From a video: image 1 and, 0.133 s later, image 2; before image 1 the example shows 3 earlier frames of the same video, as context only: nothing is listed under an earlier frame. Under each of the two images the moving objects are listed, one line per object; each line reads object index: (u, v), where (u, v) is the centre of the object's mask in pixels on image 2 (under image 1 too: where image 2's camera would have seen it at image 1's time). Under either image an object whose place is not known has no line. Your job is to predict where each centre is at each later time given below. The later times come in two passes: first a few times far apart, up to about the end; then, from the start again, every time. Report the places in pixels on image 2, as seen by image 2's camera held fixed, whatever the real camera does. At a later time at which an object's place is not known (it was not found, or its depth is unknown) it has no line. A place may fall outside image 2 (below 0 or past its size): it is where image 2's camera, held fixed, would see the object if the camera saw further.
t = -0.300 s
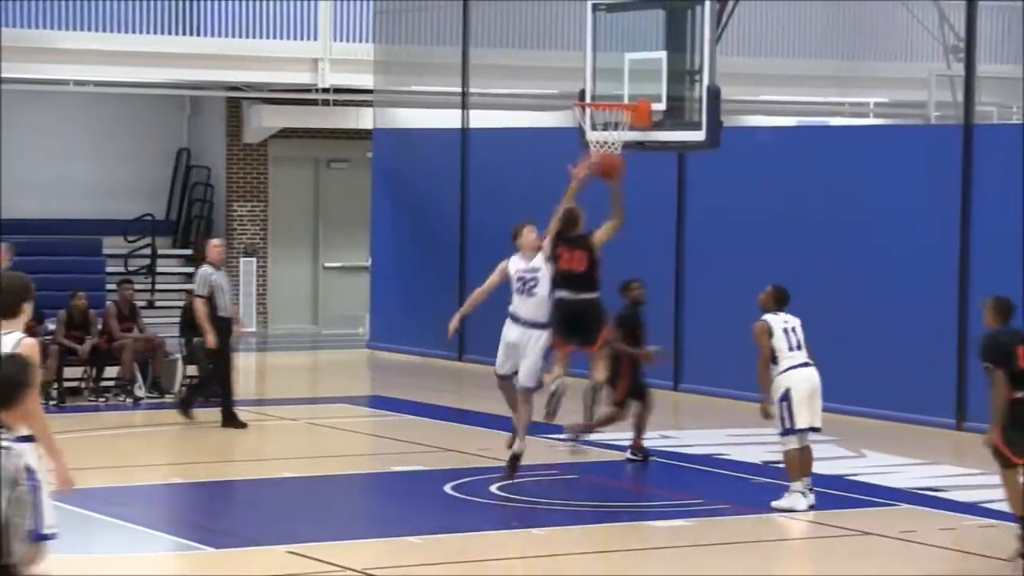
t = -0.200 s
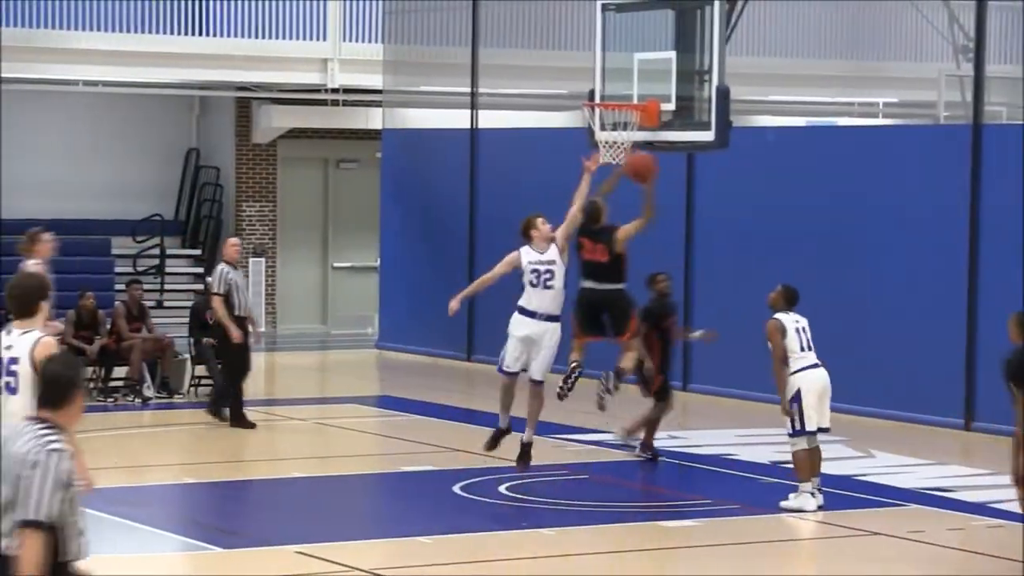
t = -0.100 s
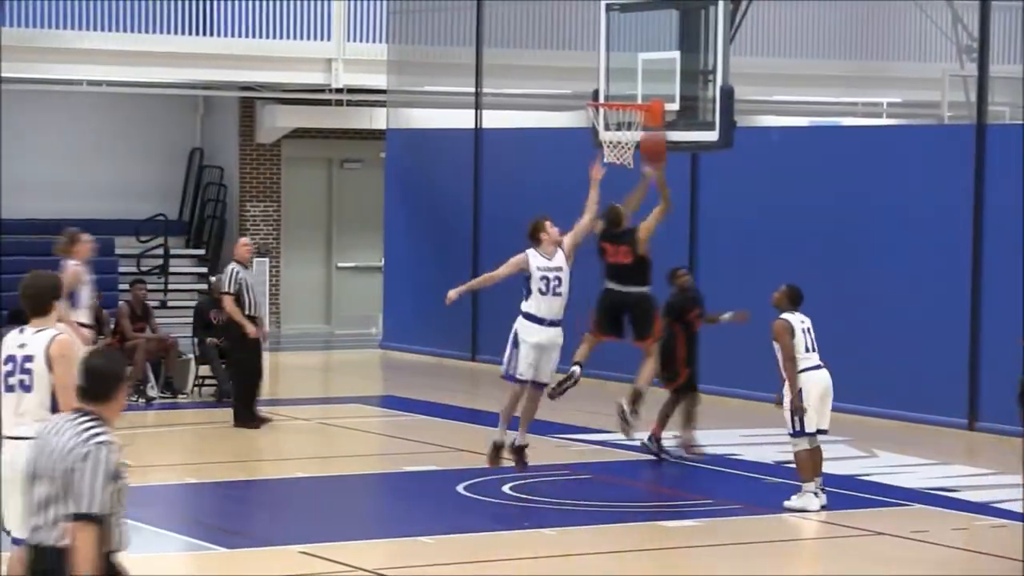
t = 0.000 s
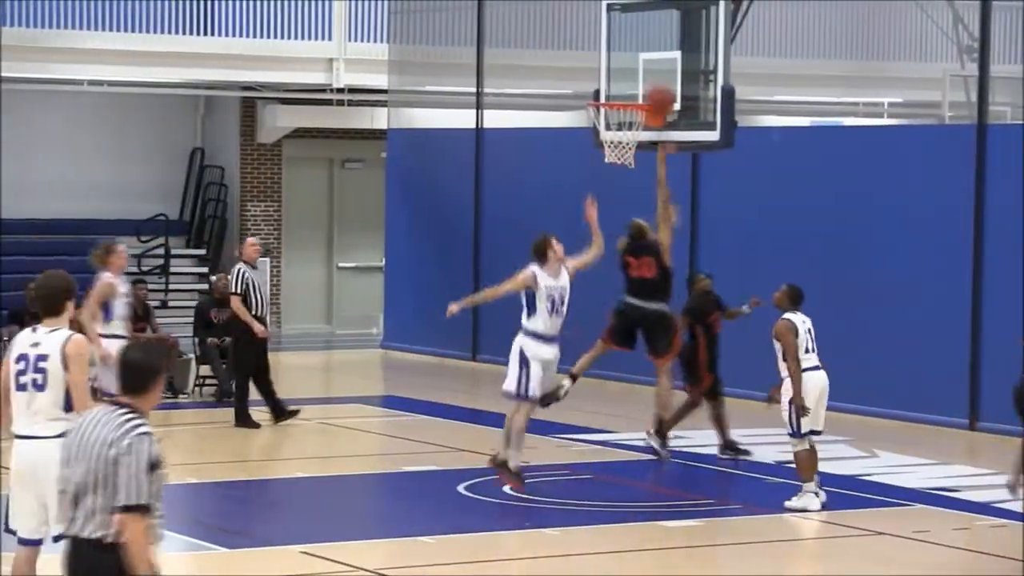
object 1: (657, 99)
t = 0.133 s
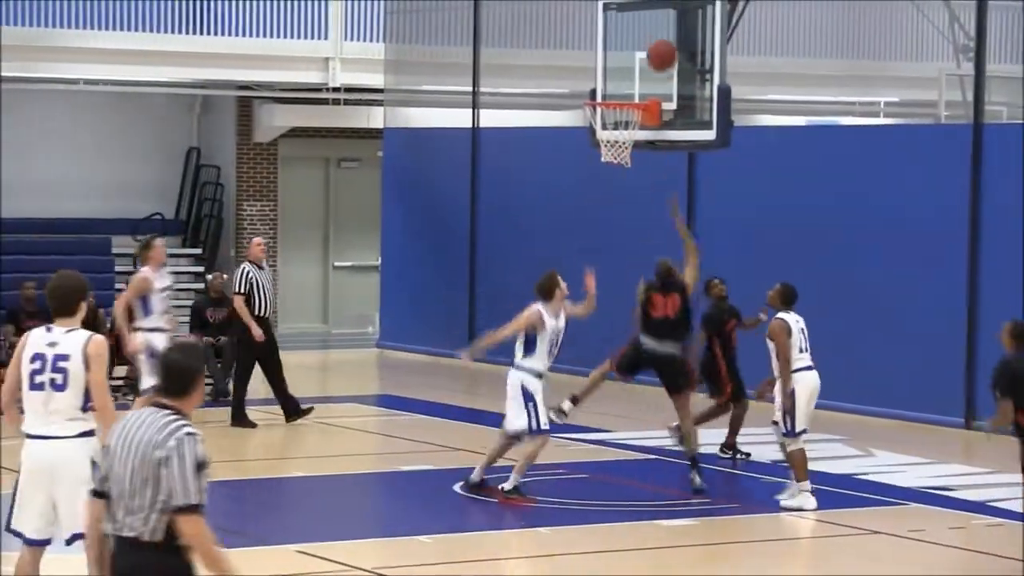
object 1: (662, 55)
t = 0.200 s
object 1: (662, 42)
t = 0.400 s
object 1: (630, 51)
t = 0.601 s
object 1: (604, 102)
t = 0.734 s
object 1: (627, 135)
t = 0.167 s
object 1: (662, 47)
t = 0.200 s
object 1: (662, 42)
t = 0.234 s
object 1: (657, 40)
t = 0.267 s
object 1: (652, 39)
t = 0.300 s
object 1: (647, 40)
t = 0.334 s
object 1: (641, 42)
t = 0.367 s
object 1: (635, 46)
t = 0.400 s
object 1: (630, 51)
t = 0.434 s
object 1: (625, 57)
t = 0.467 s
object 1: (618, 65)
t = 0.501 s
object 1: (614, 74)
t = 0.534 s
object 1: (609, 84)
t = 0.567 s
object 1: (602, 93)
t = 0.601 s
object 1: (604, 102)
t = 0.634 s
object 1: (611, 114)
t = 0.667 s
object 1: (618, 120)
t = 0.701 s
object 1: (623, 128)
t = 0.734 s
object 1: (627, 135)
